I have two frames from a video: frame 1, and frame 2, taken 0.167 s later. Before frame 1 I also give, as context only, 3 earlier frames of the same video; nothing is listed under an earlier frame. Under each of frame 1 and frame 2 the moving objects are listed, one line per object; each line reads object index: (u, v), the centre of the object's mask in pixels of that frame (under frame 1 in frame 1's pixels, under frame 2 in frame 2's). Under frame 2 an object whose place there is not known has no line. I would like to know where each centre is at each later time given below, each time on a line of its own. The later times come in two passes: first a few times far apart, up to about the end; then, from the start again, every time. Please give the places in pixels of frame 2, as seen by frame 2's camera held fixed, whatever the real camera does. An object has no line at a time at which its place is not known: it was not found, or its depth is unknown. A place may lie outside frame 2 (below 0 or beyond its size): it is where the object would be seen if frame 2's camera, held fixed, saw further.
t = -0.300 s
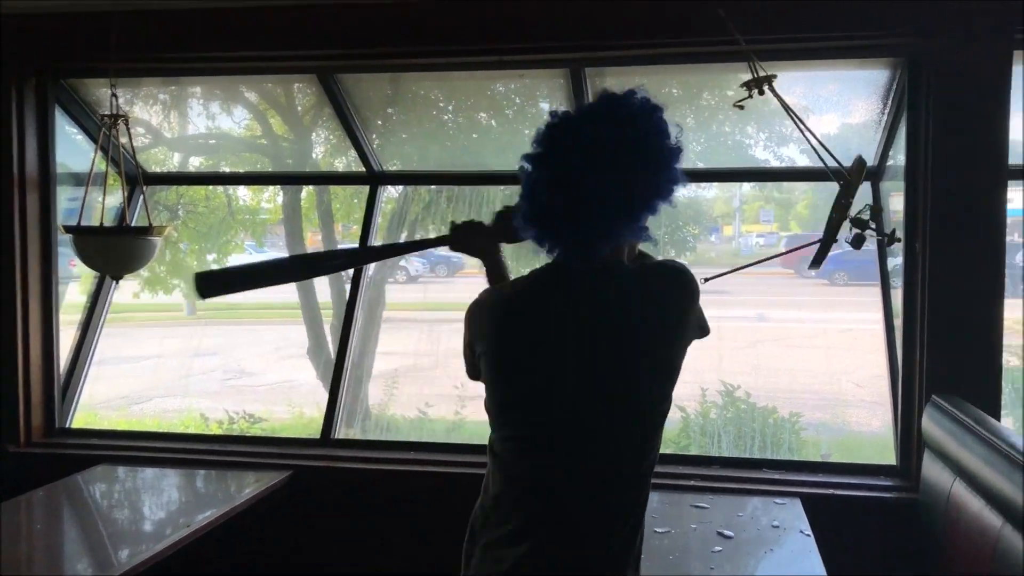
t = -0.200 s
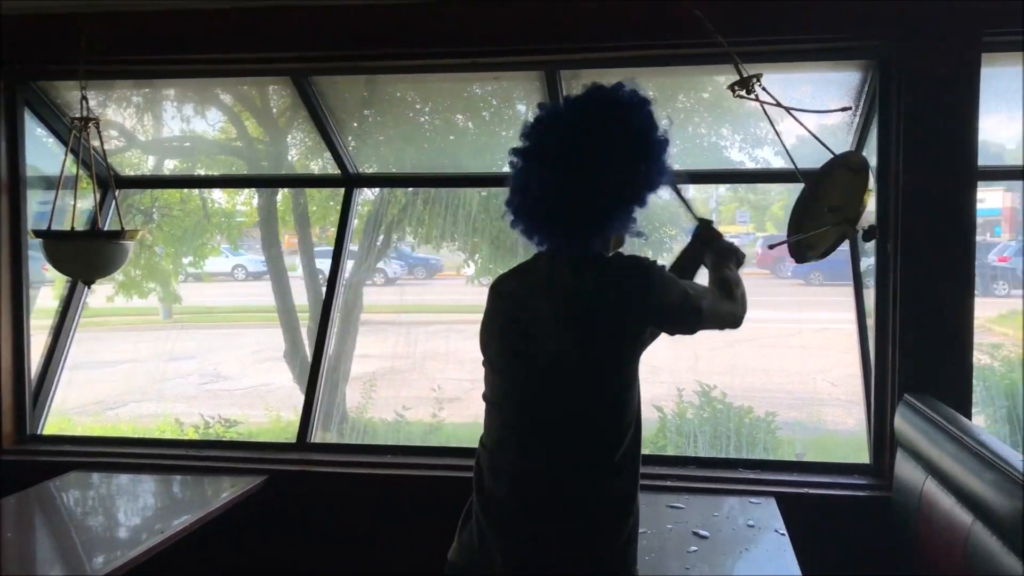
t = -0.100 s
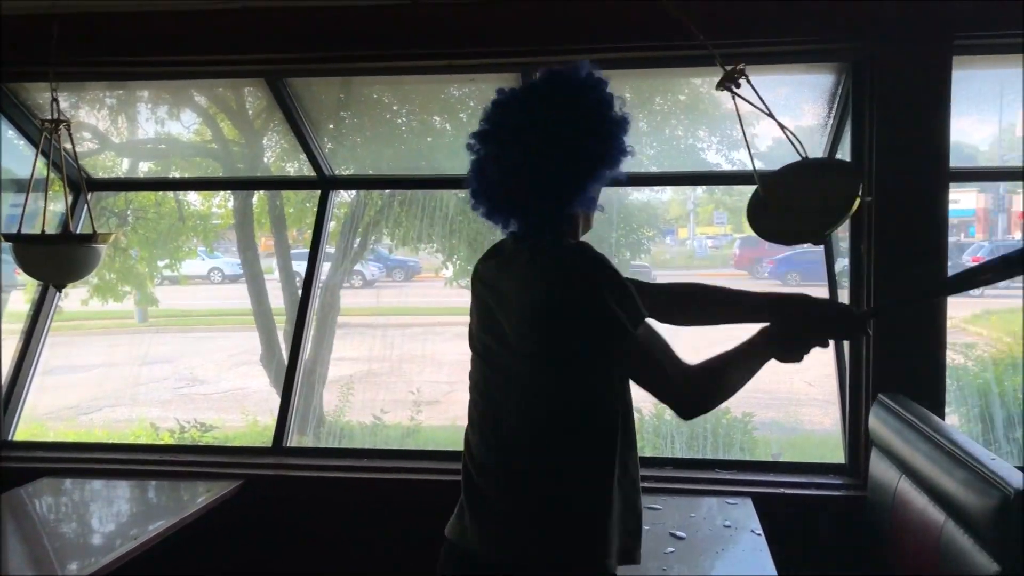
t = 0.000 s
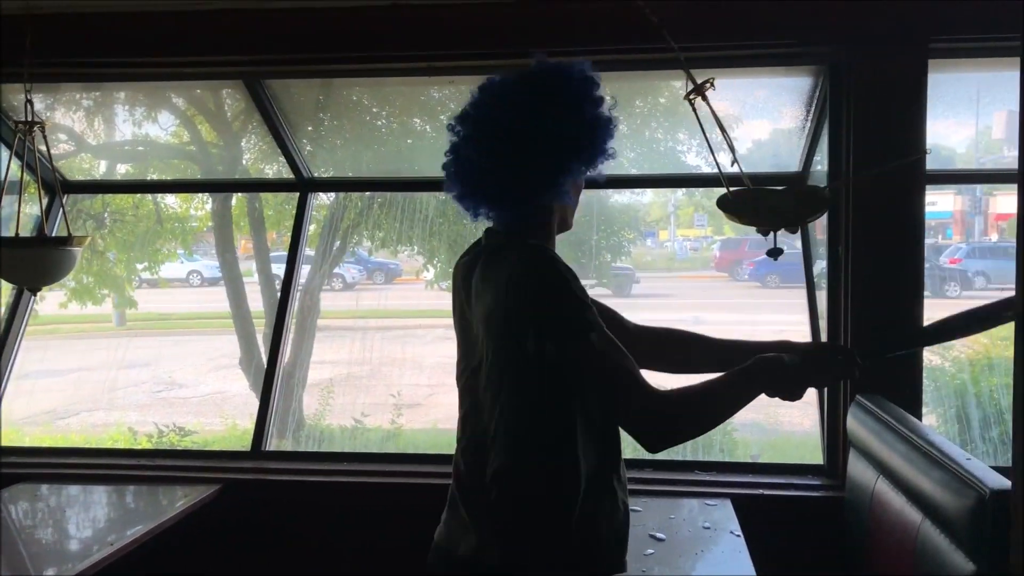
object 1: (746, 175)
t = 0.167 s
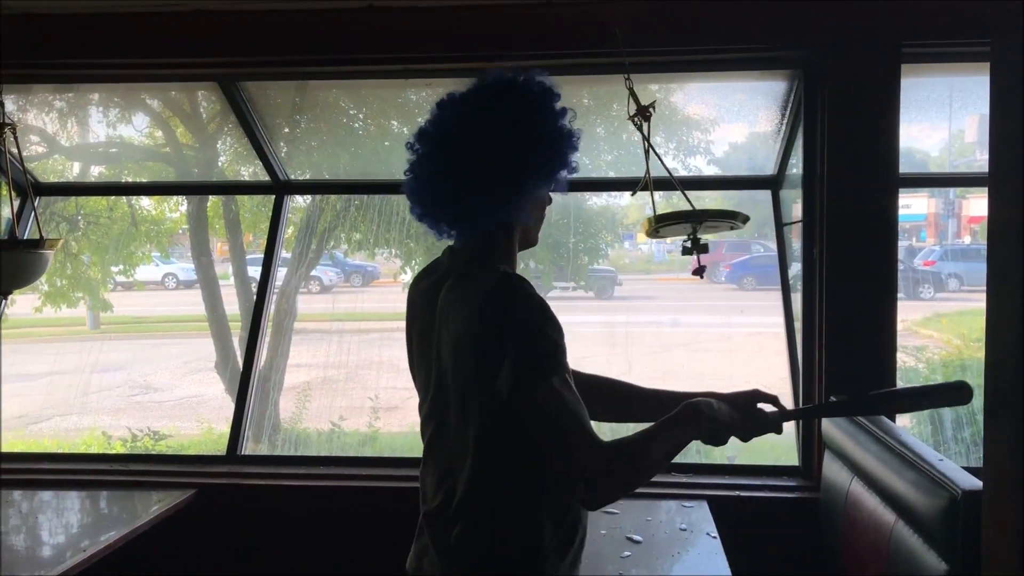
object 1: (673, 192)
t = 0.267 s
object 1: (640, 199)
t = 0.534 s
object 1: (533, 192)
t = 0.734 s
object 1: (487, 189)
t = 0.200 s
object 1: (662, 193)
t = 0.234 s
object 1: (651, 196)
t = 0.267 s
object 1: (640, 199)
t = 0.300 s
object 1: (628, 201)
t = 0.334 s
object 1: (614, 219)
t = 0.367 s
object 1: (599, 220)
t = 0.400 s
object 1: (584, 206)
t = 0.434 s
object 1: (570, 204)
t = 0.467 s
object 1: (556, 202)
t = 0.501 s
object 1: (543, 199)
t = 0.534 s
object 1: (533, 192)
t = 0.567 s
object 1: (524, 189)
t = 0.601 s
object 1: (516, 185)
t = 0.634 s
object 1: (508, 184)
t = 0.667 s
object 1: (500, 186)
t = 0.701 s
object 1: (493, 189)
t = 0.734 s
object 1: (487, 189)
